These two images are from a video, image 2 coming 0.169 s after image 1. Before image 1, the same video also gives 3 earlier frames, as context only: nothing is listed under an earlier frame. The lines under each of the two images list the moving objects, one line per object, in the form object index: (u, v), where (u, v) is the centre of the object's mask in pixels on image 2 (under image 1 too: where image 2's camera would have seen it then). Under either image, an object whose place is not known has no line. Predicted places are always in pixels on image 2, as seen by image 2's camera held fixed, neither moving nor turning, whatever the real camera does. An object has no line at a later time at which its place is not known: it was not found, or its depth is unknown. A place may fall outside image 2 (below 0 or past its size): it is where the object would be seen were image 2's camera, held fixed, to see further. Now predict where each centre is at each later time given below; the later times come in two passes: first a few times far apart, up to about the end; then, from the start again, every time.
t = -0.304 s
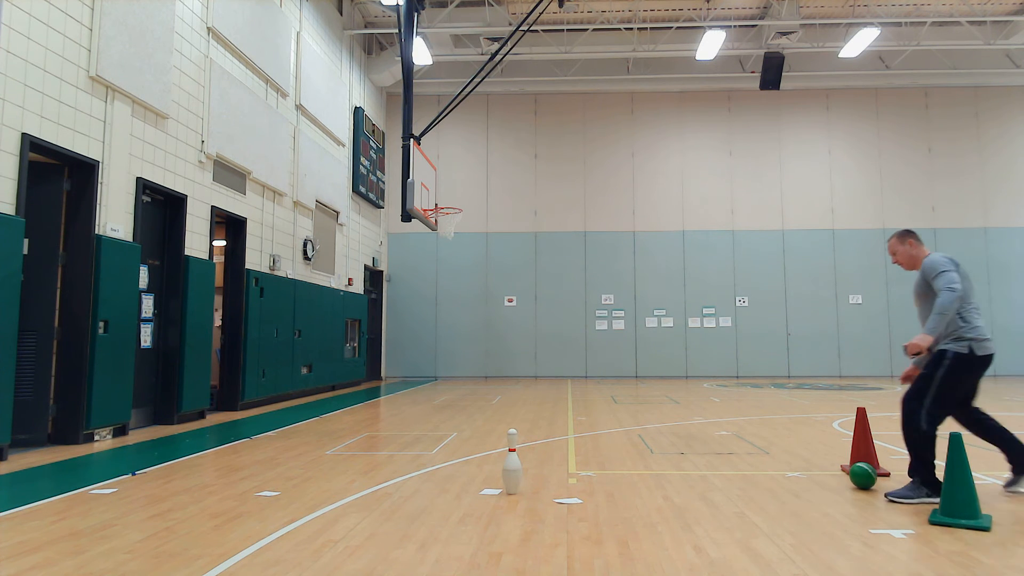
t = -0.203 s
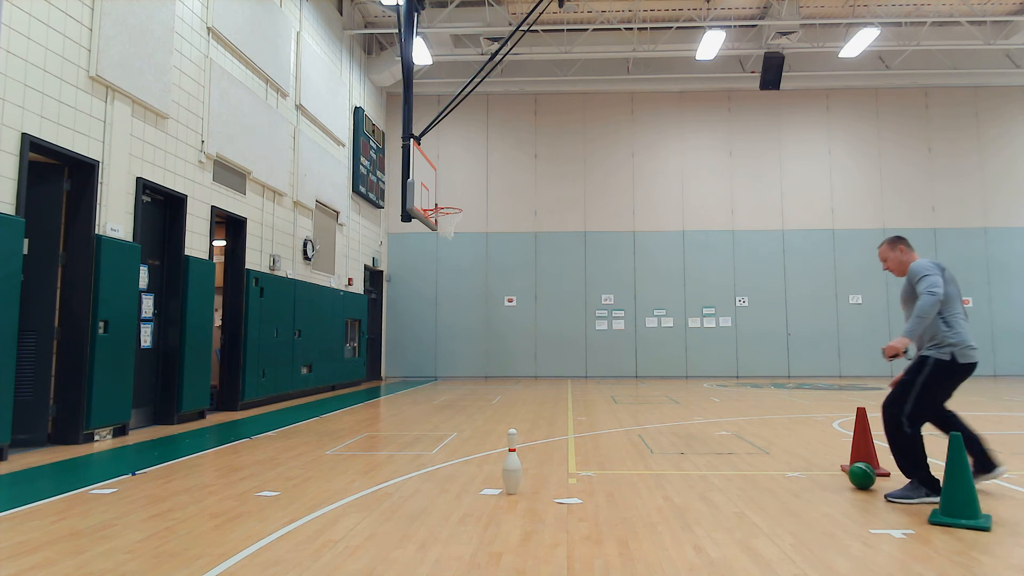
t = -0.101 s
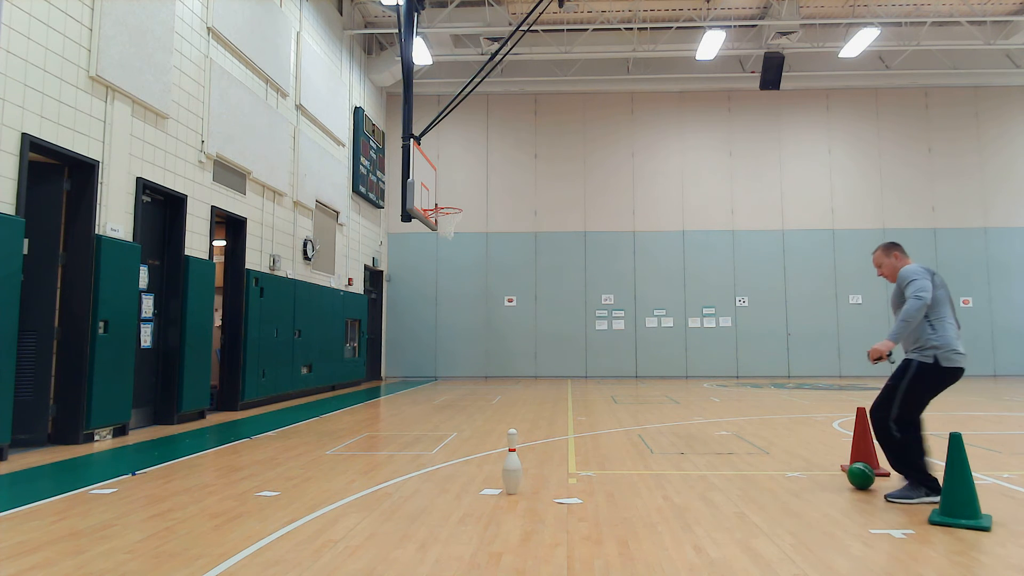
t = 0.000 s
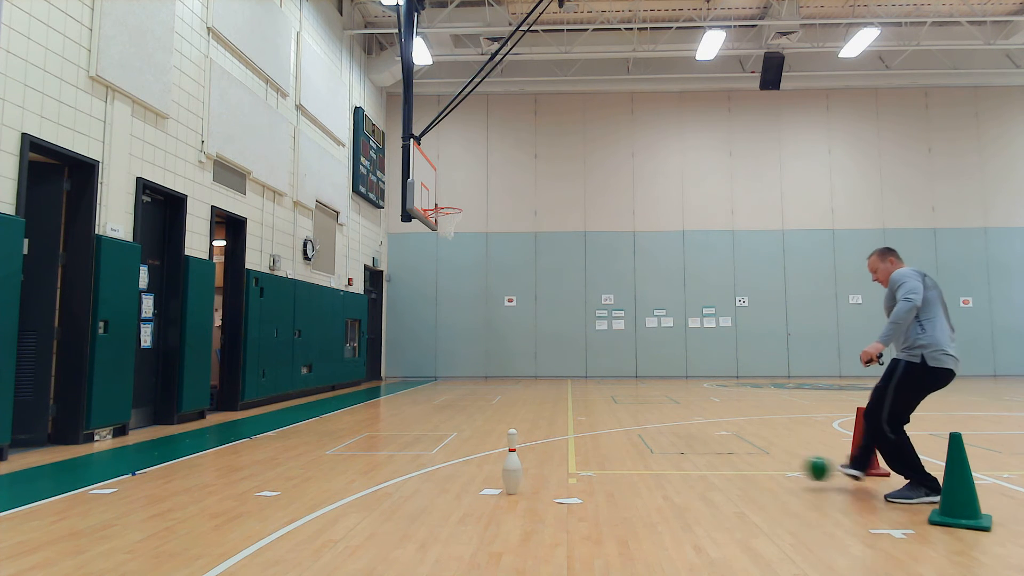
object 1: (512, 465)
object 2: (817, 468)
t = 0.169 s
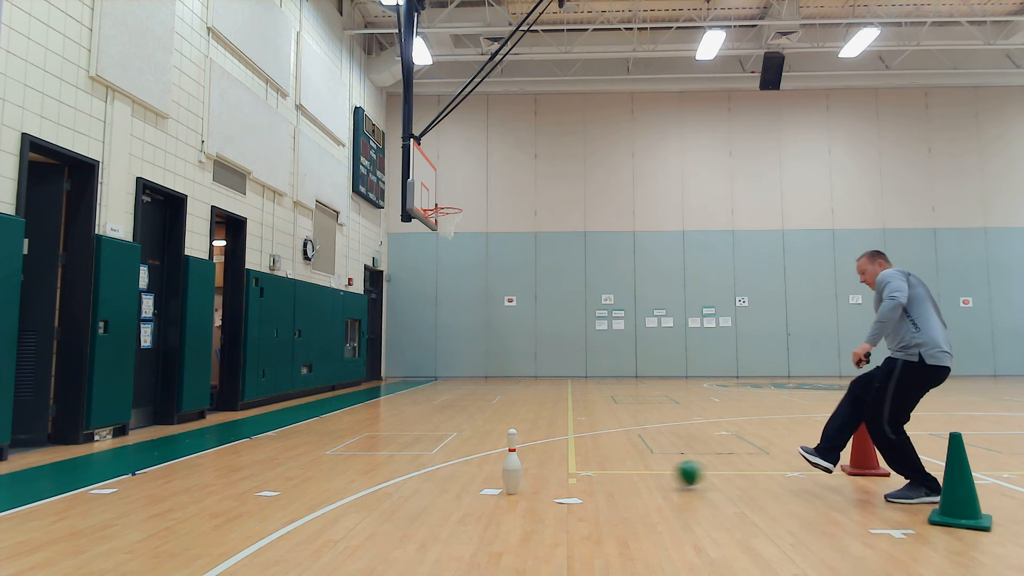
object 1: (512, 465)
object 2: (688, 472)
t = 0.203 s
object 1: (512, 465)
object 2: (666, 477)
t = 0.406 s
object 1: (512, 465)
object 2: (575, 475)
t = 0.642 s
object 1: (495, 469)
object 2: (511, 474)
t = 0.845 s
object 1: (477, 485)
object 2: (476, 466)
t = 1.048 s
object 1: (477, 485)
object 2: (447, 464)
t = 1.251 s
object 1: (484, 487)
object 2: (419, 460)
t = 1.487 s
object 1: (488, 489)
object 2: (390, 457)
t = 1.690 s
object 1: (492, 489)
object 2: (366, 454)
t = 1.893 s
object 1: (495, 490)
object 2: (345, 451)
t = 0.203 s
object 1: (512, 465)
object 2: (666, 477)
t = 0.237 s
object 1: (512, 465)
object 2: (650, 473)
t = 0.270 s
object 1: (512, 465)
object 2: (635, 471)
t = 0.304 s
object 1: (512, 465)
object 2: (620, 471)
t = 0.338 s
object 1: (512, 465)
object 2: (604, 473)
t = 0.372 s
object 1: (512, 465)
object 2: (590, 477)
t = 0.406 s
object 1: (512, 465)
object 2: (575, 475)
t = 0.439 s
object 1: (512, 465)
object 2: (559, 474)
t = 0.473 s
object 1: (512, 465)
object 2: (544, 475)
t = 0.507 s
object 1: (512, 465)
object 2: (530, 477)
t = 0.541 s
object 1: (508, 465)
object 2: (525, 474)
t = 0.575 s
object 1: (504, 466)
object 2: (520, 472)
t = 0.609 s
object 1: (499, 468)
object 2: (516, 472)
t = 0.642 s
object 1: (495, 469)
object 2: (511, 474)
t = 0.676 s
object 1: (492, 469)
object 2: (507, 472)
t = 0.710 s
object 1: (489, 471)
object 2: (502, 472)
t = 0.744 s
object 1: (485, 474)
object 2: (499, 471)
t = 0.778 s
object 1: (482, 477)
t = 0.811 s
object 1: (479, 481)
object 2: (479, 464)
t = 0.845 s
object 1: (477, 485)
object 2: (476, 466)
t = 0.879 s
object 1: (475, 489)
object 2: (471, 467)
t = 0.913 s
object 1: (475, 487)
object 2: (466, 466)
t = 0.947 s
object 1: (475, 486)
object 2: (461, 466)
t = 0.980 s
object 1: (476, 486)
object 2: (456, 465)
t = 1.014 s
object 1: (477, 485)
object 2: (451, 465)
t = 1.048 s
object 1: (477, 485)
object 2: (447, 464)
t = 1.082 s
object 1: (478, 486)
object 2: (442, 463)
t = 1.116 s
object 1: (479, 487)
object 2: (437, 463)
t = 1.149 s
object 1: (481, 488)
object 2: (433, 462)
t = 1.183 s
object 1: (483, 487)
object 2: (428, 462)
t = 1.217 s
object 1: (483, 487)
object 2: (424, 461)
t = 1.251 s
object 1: (484, 487)
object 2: (419, 460)
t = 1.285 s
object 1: (484, 487)
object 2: (415, 460)
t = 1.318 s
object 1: (485, 488)
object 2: (411, 459)
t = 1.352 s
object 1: (486, 488)
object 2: (406, 459)
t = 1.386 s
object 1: (486, 488)
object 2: (402, 458)
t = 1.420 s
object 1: (487, 488)
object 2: (398, 458)
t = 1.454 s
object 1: (487, 488)
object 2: (394, 457)
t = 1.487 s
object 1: (488, 489)
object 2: (390, 457)
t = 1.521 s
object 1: (489, 489)
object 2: (386, 456)
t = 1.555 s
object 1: (490, 489)
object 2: (382, 456)
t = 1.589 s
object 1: (490, 489)
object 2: (378, 455)
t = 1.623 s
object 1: (491, 489)
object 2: (374, 455)
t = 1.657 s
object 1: (492, 489)
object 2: (370, 454)
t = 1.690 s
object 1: (492, 489)
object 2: (366, 454)
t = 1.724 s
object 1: (493, 489)
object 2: (363, 453)
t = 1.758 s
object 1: (493, 489)
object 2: (359, 453)
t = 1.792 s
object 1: (494, 489)
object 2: (355, 452)
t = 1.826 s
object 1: (494, 489)
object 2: (352, 452)
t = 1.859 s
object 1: (495, 490)
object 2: (348, 451)
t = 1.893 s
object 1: (495, 490)
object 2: (345, 451)
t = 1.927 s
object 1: (496, 490)
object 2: (341, 451)
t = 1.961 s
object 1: (496, 490)
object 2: (338, 450)
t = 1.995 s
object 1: (497, 490)
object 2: (334, 450)
